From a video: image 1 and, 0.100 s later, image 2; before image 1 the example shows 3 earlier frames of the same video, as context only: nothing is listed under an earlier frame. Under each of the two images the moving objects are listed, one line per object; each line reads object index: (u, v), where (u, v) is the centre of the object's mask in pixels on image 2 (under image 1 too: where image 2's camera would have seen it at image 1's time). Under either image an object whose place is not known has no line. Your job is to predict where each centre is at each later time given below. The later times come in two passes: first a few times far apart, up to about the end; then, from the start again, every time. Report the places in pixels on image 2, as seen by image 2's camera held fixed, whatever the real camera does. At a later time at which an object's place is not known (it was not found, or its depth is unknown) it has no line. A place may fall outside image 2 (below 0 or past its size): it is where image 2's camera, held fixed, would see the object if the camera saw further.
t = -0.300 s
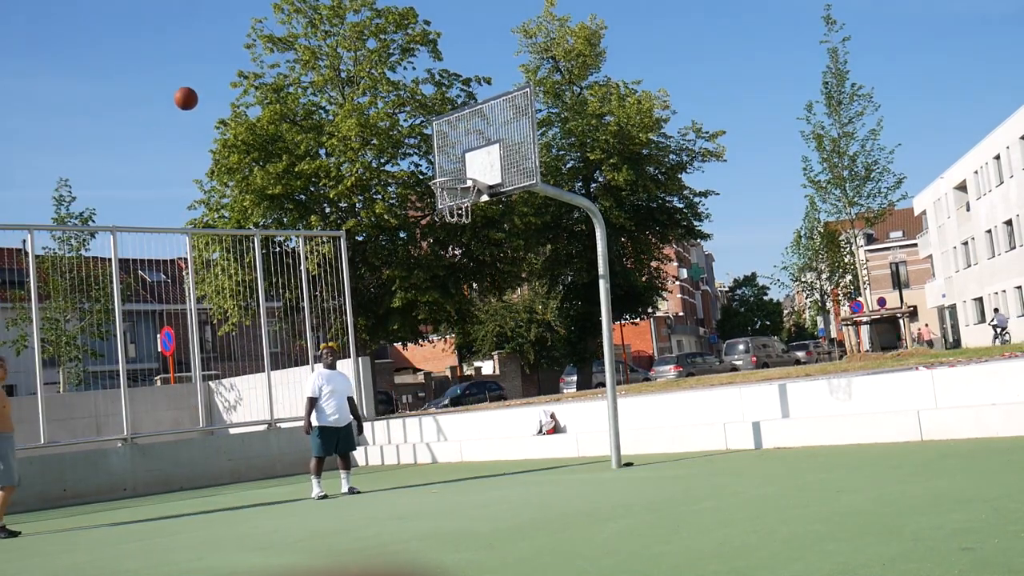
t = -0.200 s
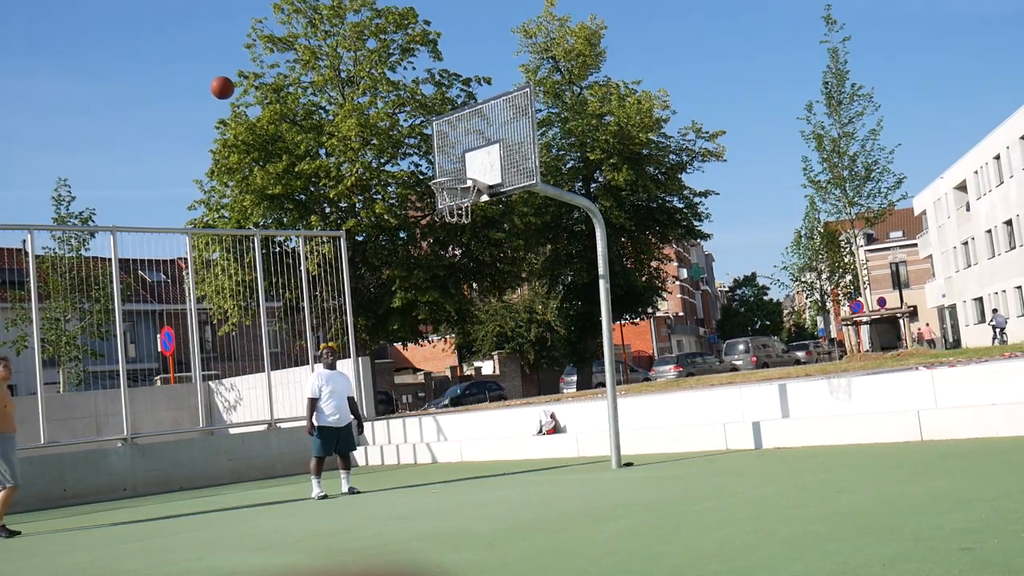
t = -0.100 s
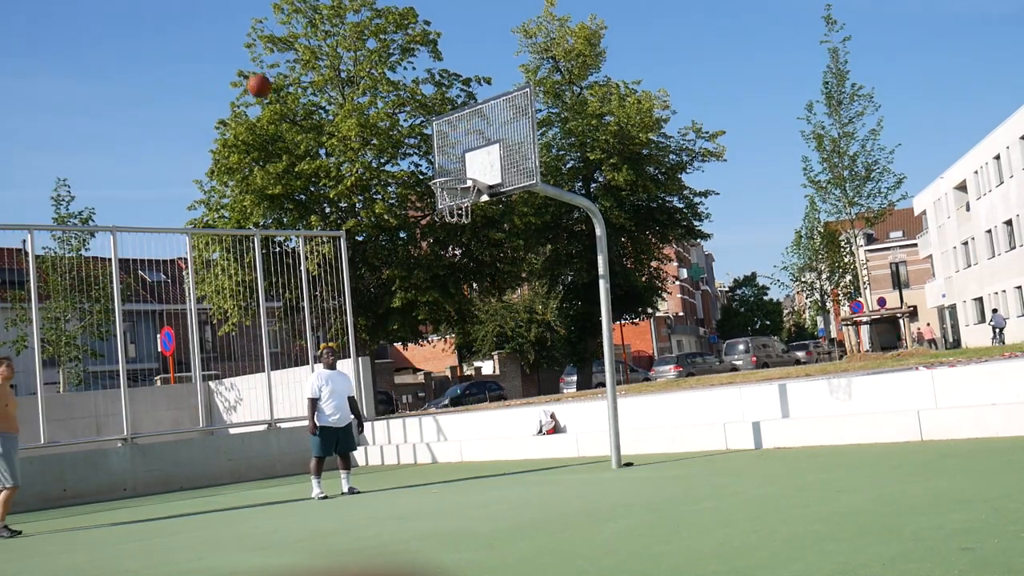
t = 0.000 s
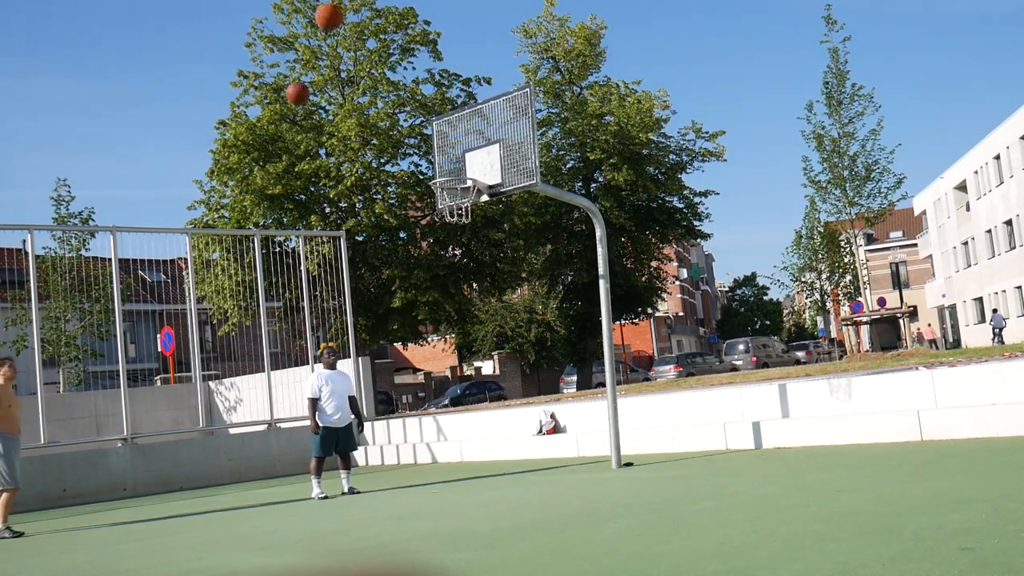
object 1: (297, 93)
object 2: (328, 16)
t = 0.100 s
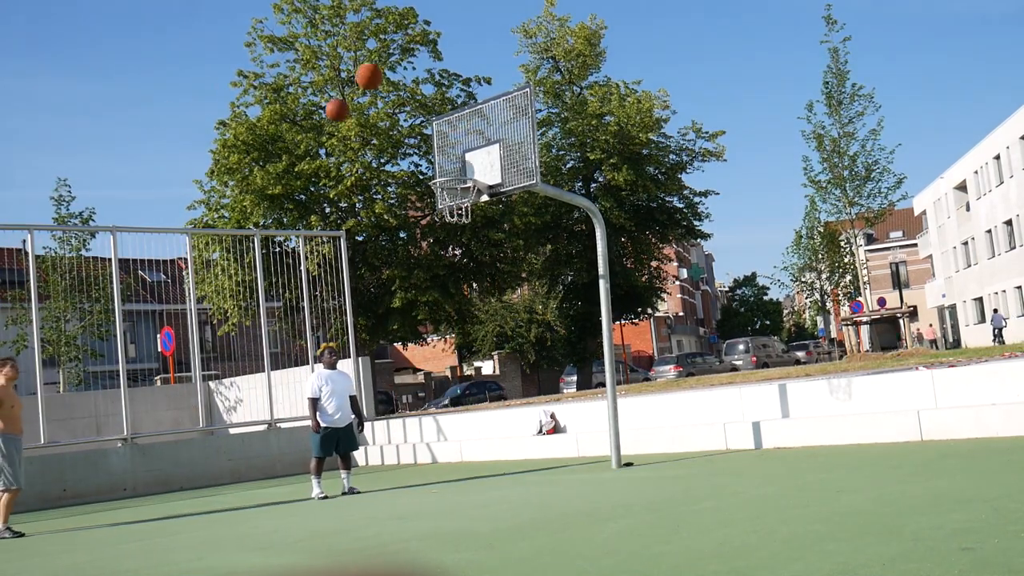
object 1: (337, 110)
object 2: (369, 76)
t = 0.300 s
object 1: (420, 173)
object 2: (444, 209)
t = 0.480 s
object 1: (352, 155)
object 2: (507, 342)
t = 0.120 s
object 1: (345, 114)
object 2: (377, 88)
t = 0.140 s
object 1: (353, 119)
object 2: (384, 101)
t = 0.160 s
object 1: (361, 124)
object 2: (392, 114)
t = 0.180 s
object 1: (369, 130)
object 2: (399, 127)
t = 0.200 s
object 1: (377, 136)
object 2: (407, 140)
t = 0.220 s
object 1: (386, 143)
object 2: (414, 153)
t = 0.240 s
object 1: (394, 149)
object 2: (422, 167)
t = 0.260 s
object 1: (403, 157)
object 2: (429, 181)
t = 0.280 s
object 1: (411, 164)
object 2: (437, 194)
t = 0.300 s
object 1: (420, 173)
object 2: (444, 209)
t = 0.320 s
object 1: (421, 176)
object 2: (451, 223)
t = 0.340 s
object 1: (413, 172)
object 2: (459, 237)
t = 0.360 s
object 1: (404, 169)
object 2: (466, 251)
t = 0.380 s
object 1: (396, 166)
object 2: (473, 266)
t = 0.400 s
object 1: (387, 163)
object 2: (480, 281)
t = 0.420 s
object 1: (378, 161)
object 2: (487, 296)
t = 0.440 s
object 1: (370, 159)
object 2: (493, 311)
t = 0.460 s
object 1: (360, 156)
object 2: (501, 326)
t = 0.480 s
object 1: (352, 155)
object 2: (507, 342)
